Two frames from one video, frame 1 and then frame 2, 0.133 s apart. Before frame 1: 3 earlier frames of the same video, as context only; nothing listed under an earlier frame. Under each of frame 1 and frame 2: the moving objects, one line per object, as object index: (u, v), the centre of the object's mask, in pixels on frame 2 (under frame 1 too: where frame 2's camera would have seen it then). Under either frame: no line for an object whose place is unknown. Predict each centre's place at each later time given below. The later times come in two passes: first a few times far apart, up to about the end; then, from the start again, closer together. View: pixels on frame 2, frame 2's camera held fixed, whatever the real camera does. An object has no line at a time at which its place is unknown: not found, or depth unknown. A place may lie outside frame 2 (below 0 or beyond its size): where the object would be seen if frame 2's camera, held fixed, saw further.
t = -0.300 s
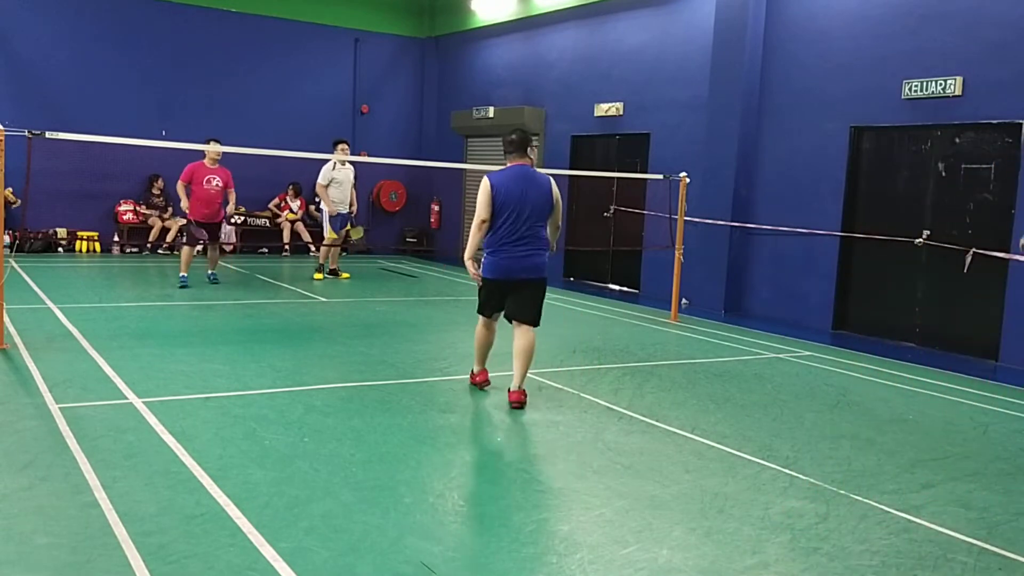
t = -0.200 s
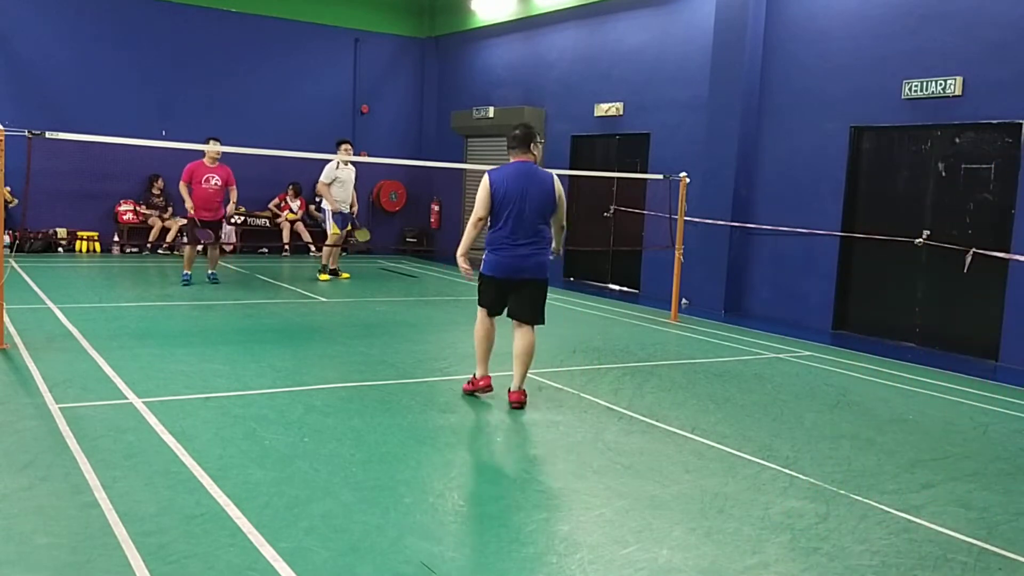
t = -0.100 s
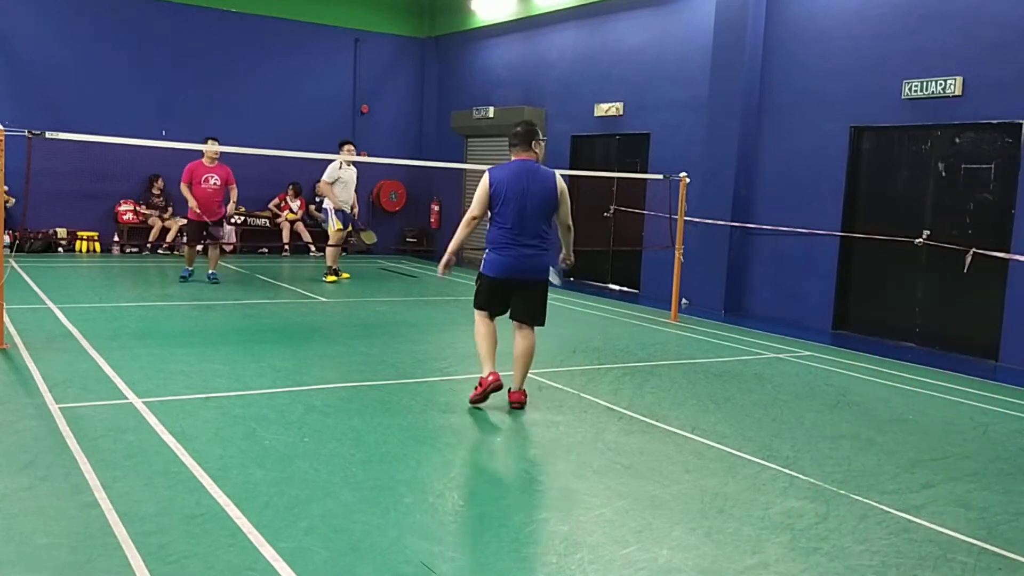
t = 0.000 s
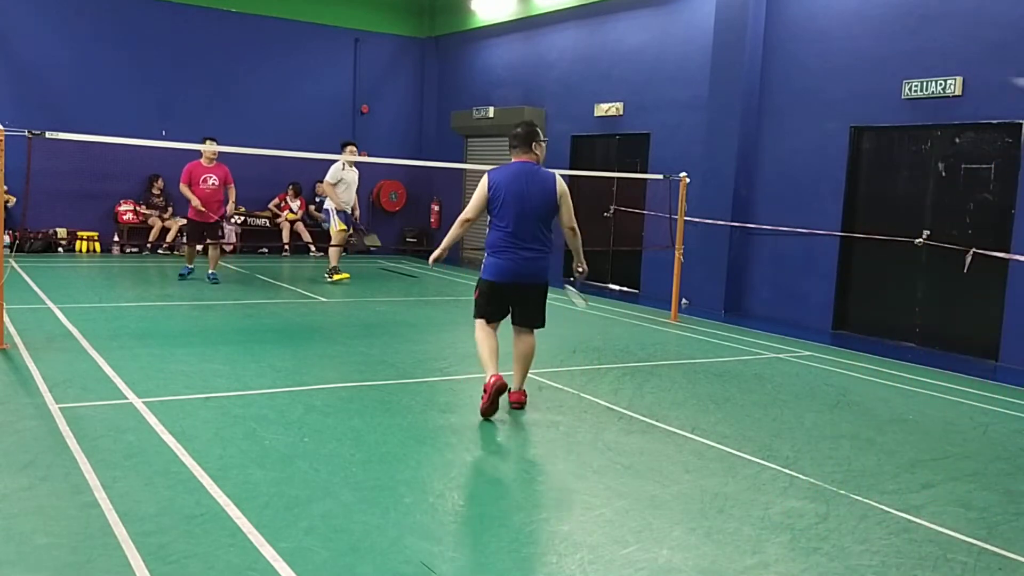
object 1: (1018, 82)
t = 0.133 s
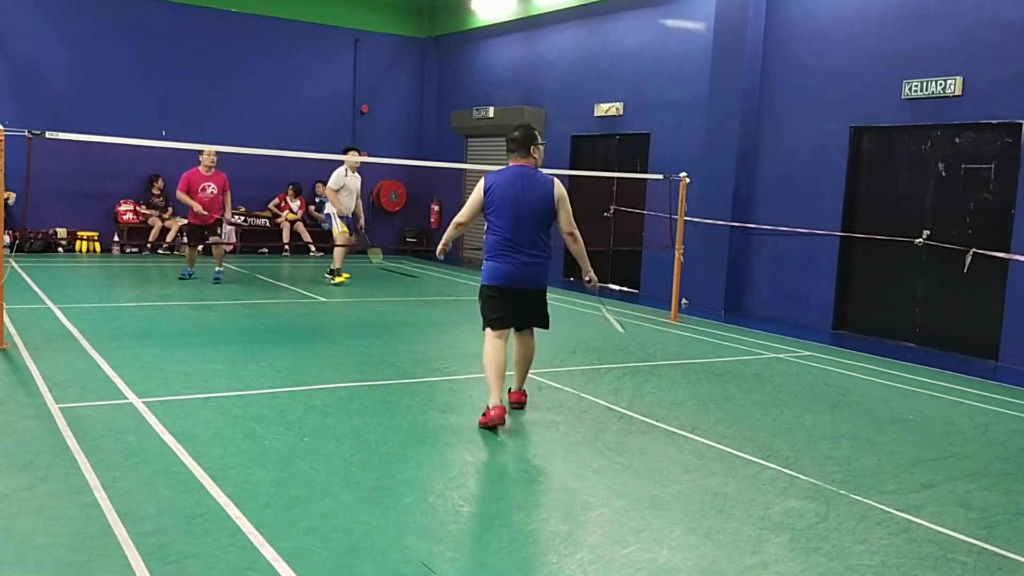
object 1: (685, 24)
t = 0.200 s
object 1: (574, 14)
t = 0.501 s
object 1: (285, 41)
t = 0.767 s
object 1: (152, 128)
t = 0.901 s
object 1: (108, 186)
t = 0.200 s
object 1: (574, 14)
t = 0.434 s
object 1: (331, 27)
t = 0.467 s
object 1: (308, 34)
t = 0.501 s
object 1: (285, 41)
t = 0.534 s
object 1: (264, 50)
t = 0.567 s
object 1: (245, 59)
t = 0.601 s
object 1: (227, 69)
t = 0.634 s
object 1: (210, 79)
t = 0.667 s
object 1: (194, 91)
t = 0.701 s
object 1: (180, 102)
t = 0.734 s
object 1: (165, 115)
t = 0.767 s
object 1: (152, 128)
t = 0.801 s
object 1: (140, 142)
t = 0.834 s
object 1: (128, 156)
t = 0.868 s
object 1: (118, 171)
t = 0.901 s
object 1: (108, 186)
